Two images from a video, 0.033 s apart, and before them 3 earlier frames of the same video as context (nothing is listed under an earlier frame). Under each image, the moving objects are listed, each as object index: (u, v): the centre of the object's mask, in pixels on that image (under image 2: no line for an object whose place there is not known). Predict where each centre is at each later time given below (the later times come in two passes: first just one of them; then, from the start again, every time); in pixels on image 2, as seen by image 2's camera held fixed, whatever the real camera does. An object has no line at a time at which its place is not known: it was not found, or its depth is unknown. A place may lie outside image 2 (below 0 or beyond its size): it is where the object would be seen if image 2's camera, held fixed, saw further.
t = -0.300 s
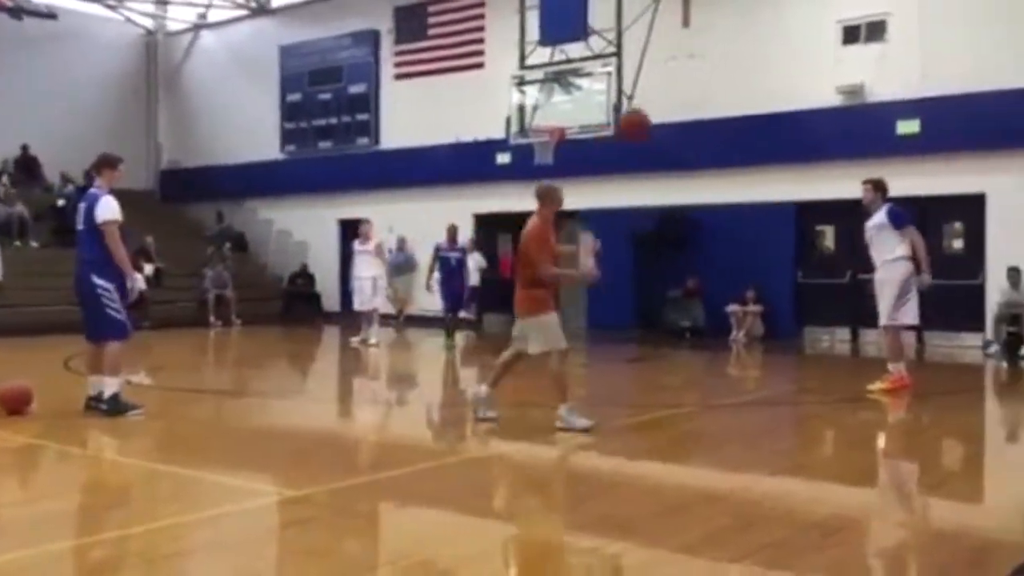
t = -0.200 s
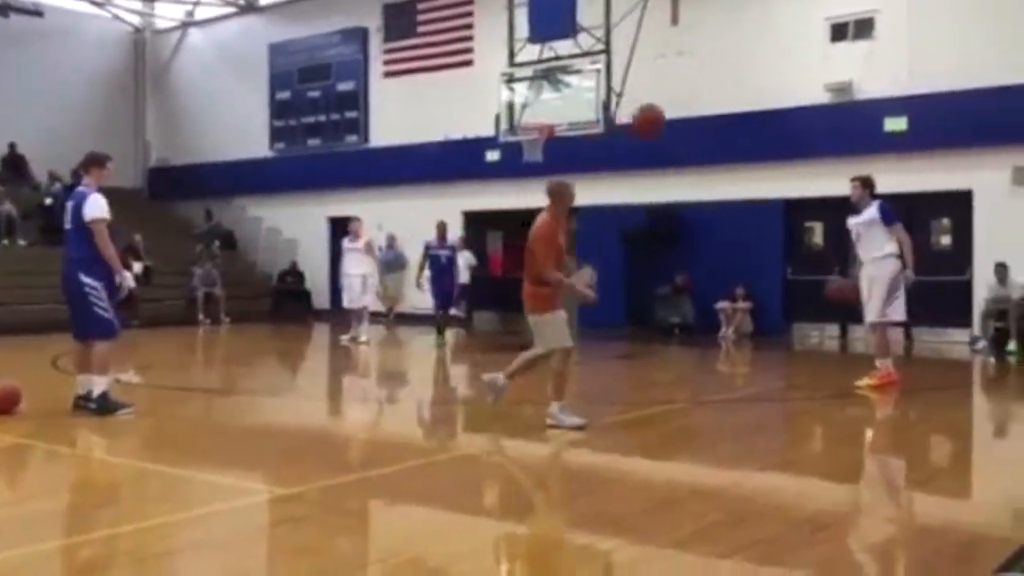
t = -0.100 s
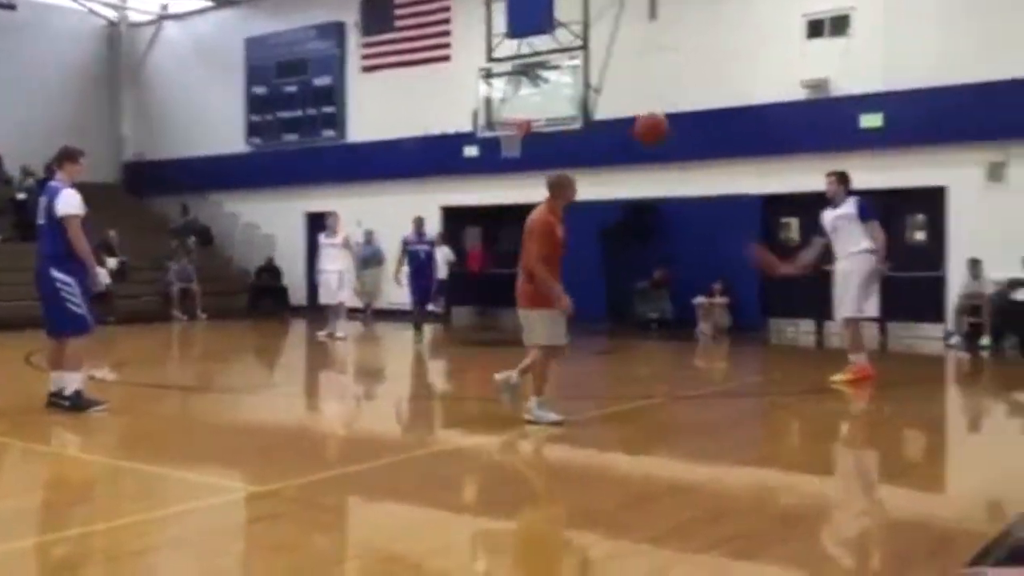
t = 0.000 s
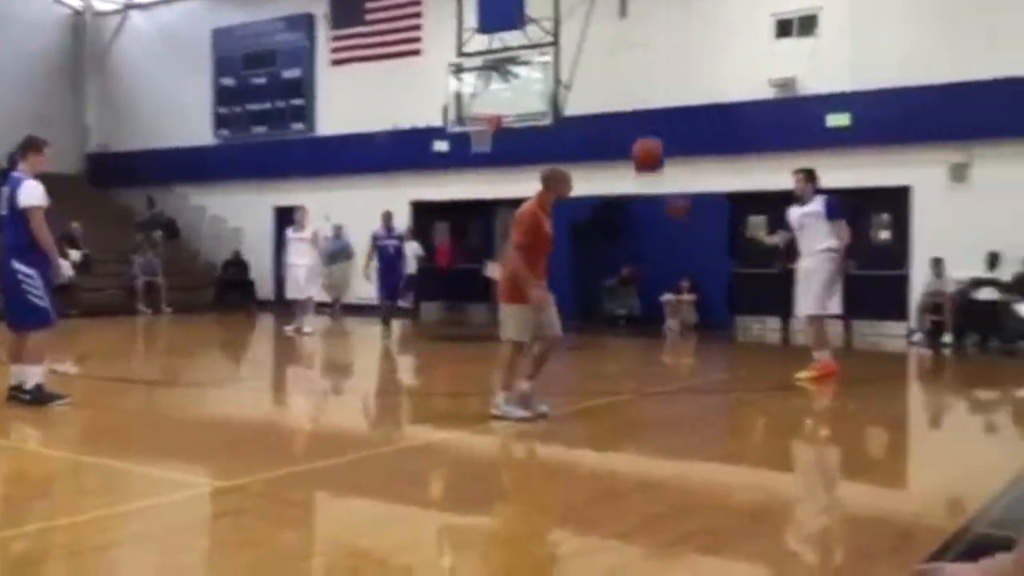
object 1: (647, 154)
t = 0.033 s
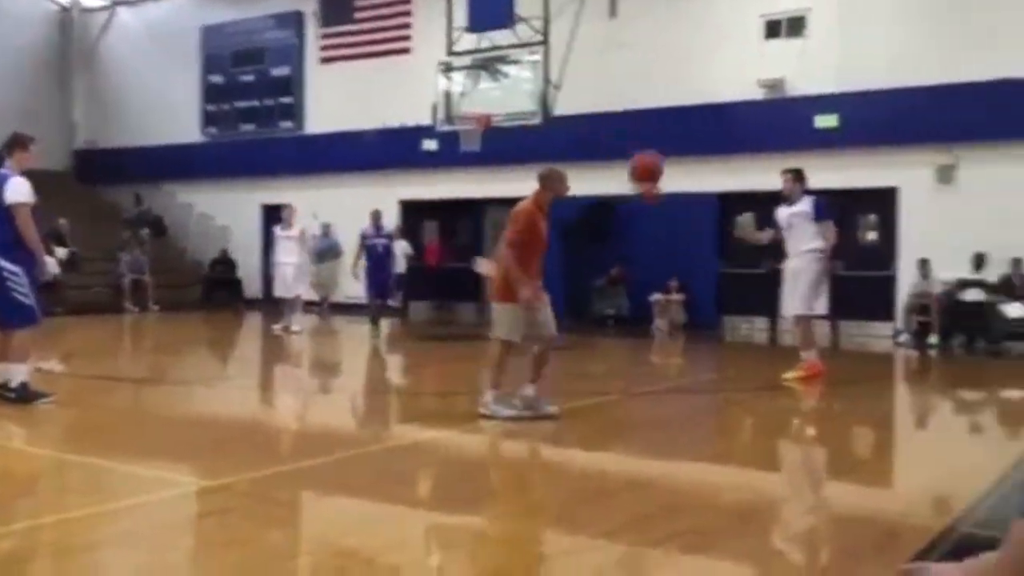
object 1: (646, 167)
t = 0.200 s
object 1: (688, 258)
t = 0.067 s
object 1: (655, 186)
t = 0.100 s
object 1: (662, 201)
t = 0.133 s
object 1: (672, 217)
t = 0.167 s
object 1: (680, 236)
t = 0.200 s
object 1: (688, 258)
